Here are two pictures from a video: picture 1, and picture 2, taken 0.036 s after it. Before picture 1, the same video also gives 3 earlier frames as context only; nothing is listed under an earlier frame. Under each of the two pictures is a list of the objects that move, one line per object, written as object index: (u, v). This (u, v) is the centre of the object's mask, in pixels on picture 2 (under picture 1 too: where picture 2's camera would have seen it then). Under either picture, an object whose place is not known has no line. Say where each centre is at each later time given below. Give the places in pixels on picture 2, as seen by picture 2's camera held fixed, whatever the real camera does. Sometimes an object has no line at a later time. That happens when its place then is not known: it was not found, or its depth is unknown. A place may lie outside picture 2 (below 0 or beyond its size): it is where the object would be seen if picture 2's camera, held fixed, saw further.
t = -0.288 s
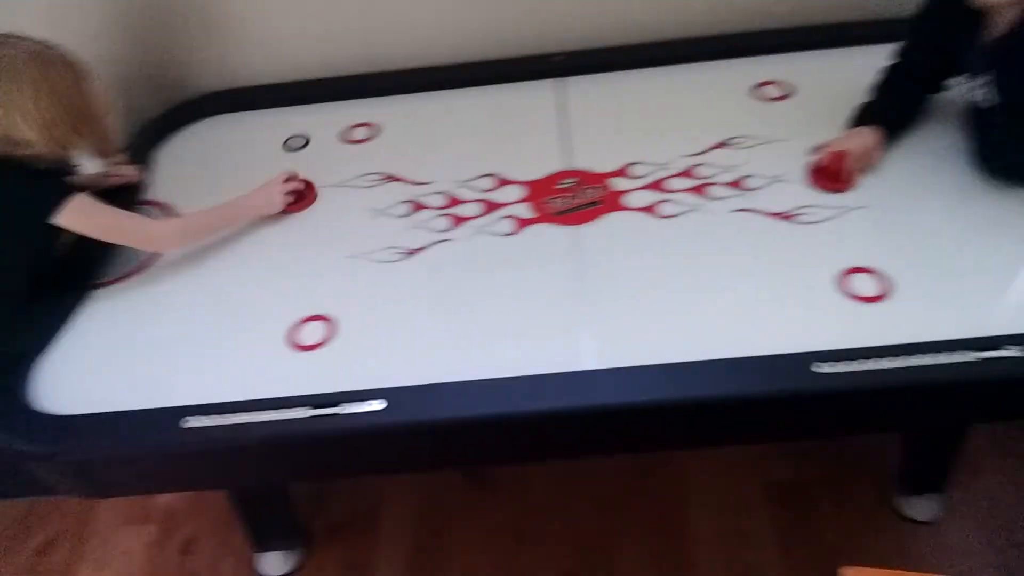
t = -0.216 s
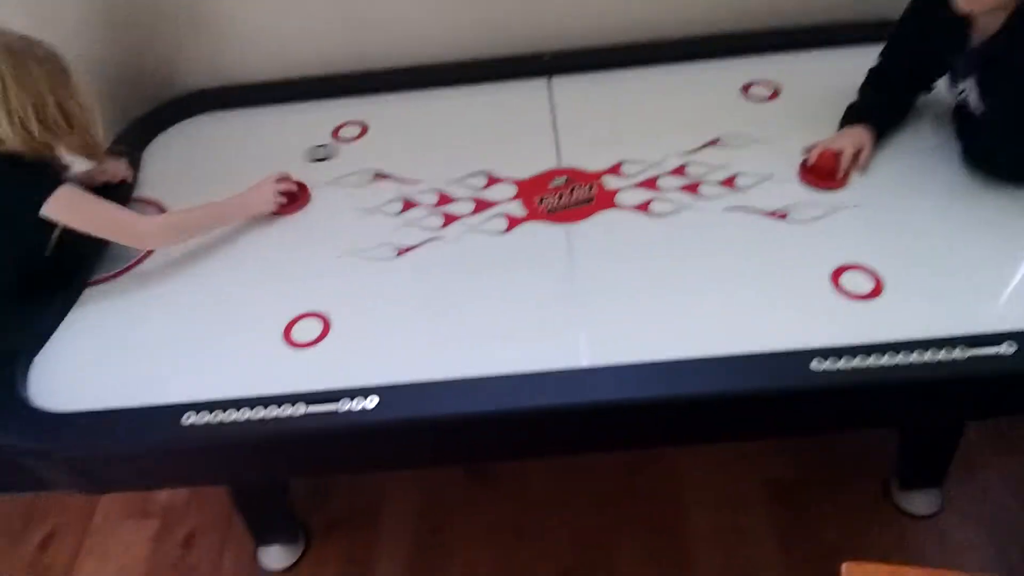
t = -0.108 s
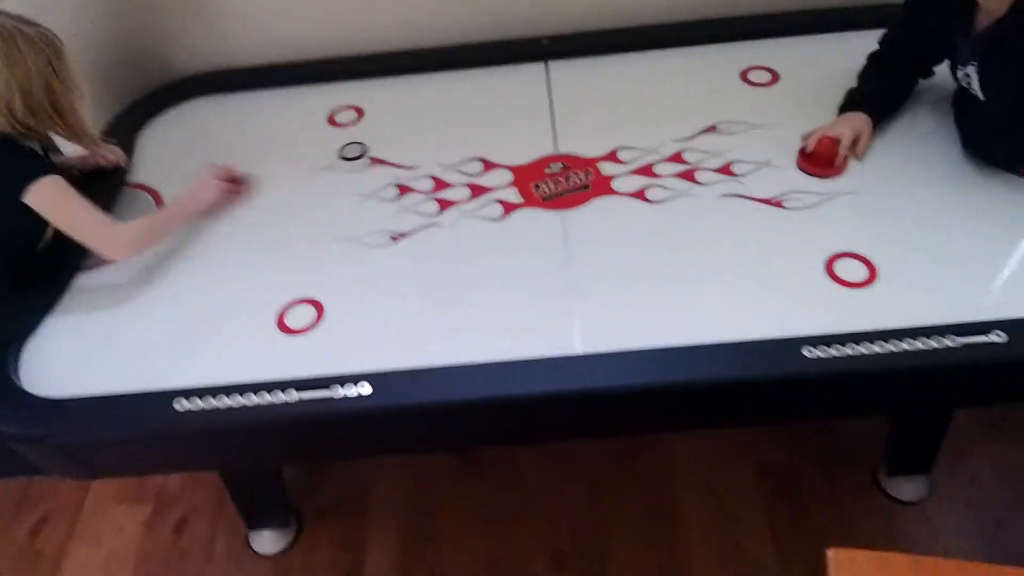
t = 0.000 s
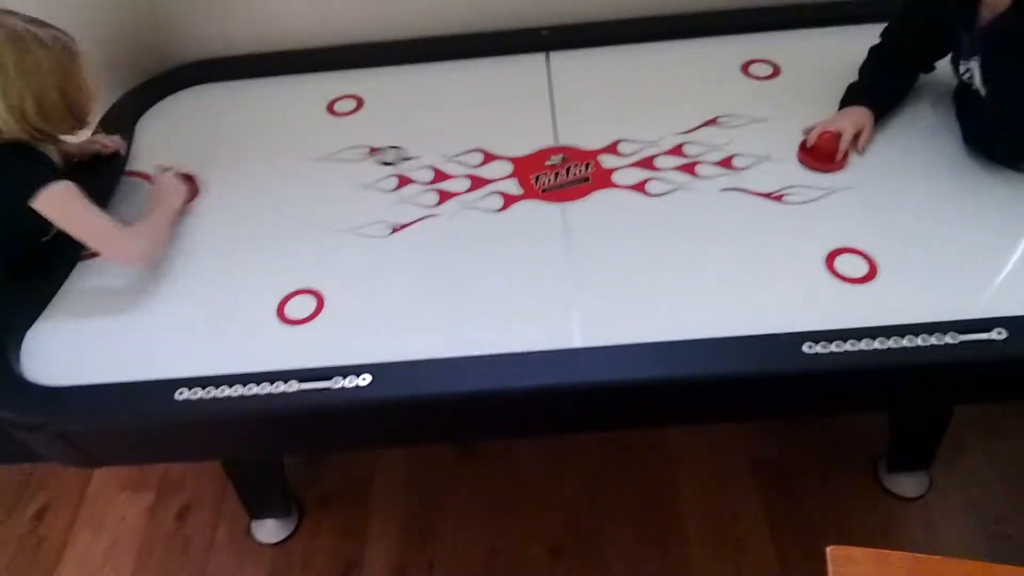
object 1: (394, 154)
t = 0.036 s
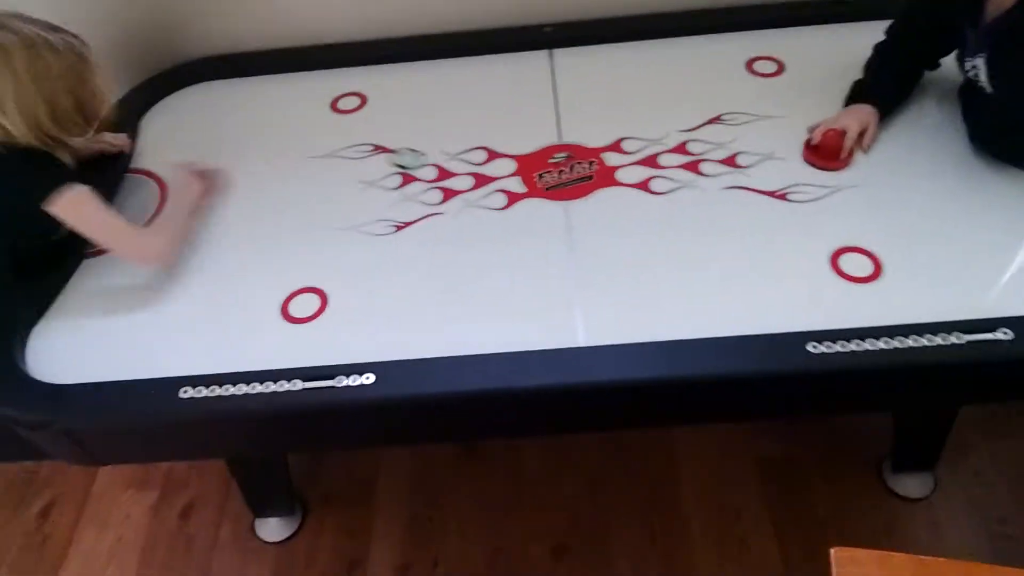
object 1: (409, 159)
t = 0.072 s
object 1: (420, 165)
